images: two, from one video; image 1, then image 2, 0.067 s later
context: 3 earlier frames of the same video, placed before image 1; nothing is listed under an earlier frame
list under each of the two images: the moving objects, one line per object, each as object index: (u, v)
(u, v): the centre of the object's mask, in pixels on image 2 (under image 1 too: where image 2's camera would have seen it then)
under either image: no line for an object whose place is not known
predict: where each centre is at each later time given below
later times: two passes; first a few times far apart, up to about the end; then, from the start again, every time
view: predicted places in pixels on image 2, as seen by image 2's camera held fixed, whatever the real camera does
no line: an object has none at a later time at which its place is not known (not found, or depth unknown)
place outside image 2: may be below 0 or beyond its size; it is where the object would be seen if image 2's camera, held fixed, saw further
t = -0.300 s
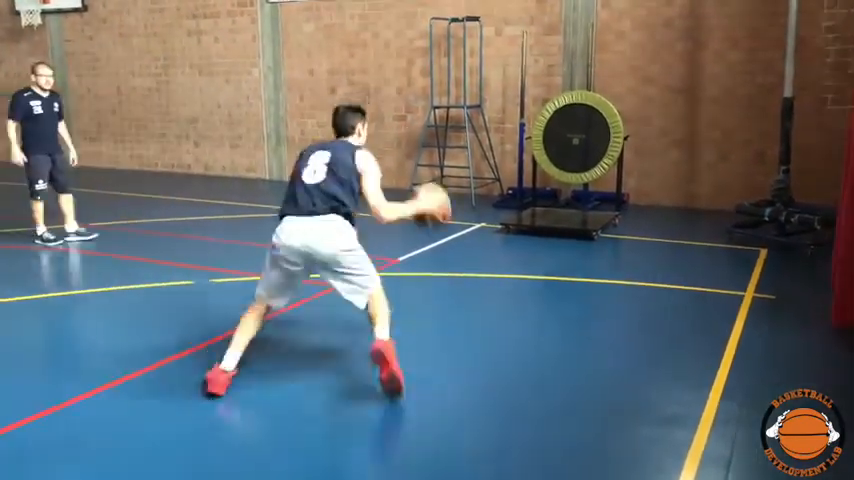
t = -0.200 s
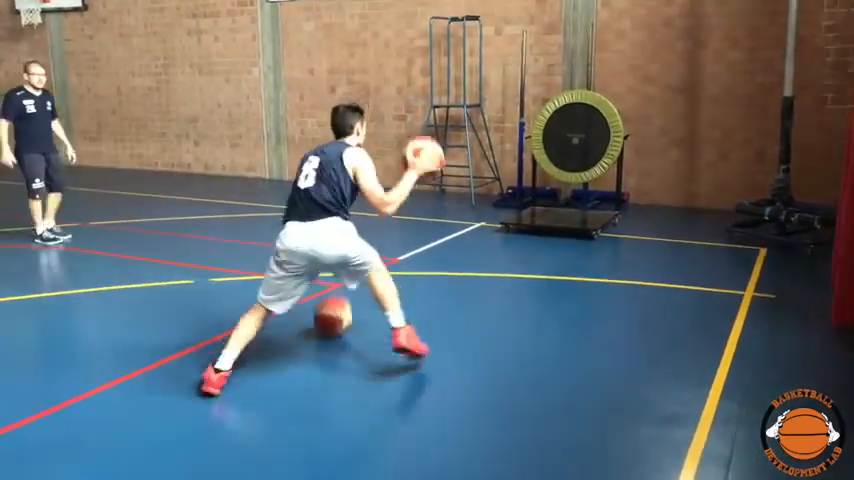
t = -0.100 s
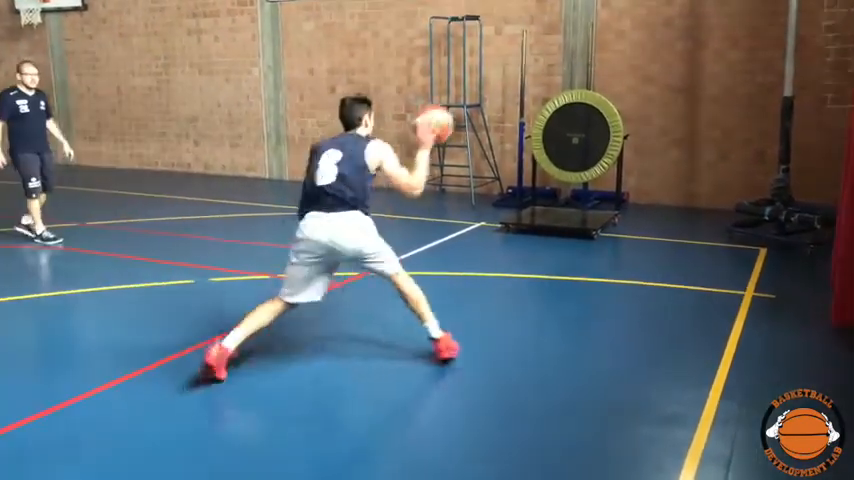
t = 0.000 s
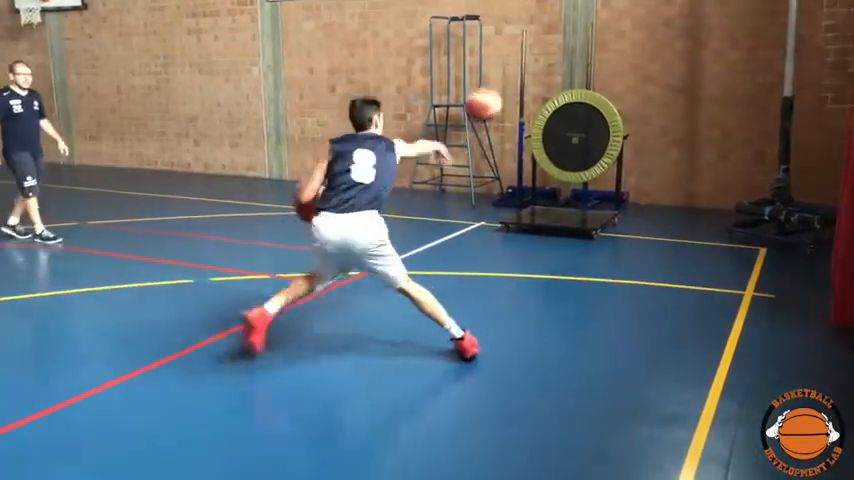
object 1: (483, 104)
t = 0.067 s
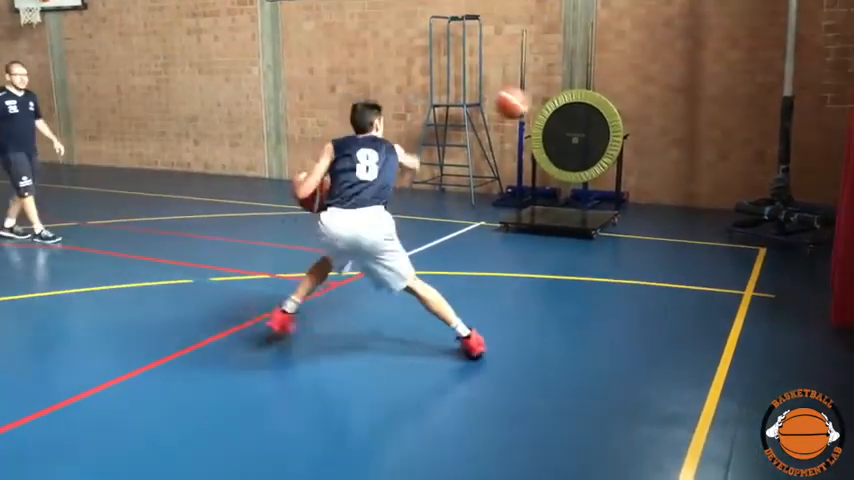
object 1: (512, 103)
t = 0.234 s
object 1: (565, 116)
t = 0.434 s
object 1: (560, 152)
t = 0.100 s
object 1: (525, 103)
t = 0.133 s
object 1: (536, 106)
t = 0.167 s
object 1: (547, 108)
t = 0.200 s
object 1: (557, 112)
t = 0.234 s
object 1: (565, 116)
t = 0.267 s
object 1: (573, 120)
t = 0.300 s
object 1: (580, 127)
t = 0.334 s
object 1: (583, 133)
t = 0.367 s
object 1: (577, 138)
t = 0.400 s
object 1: (569, 144)
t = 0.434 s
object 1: (560, 152)
